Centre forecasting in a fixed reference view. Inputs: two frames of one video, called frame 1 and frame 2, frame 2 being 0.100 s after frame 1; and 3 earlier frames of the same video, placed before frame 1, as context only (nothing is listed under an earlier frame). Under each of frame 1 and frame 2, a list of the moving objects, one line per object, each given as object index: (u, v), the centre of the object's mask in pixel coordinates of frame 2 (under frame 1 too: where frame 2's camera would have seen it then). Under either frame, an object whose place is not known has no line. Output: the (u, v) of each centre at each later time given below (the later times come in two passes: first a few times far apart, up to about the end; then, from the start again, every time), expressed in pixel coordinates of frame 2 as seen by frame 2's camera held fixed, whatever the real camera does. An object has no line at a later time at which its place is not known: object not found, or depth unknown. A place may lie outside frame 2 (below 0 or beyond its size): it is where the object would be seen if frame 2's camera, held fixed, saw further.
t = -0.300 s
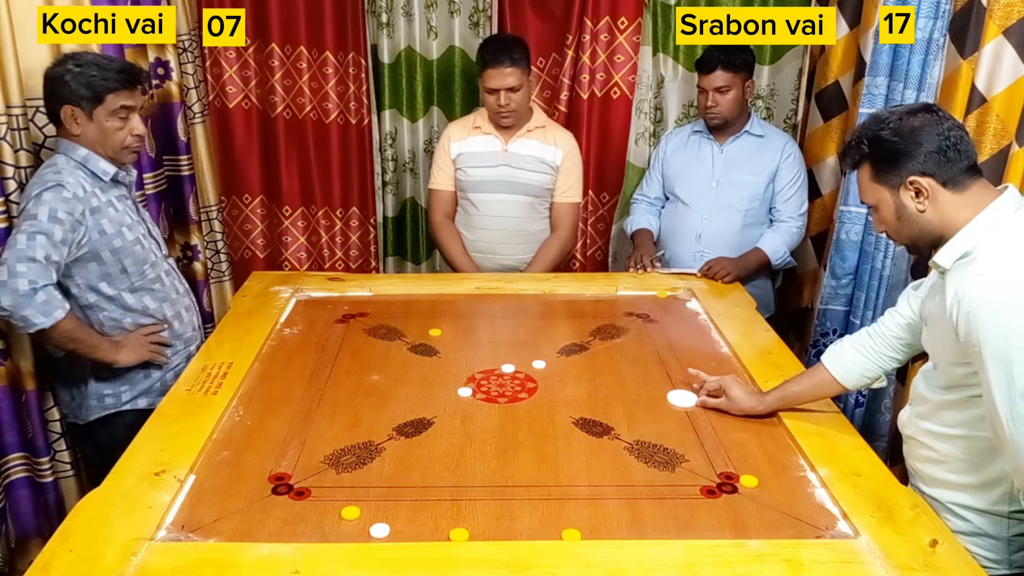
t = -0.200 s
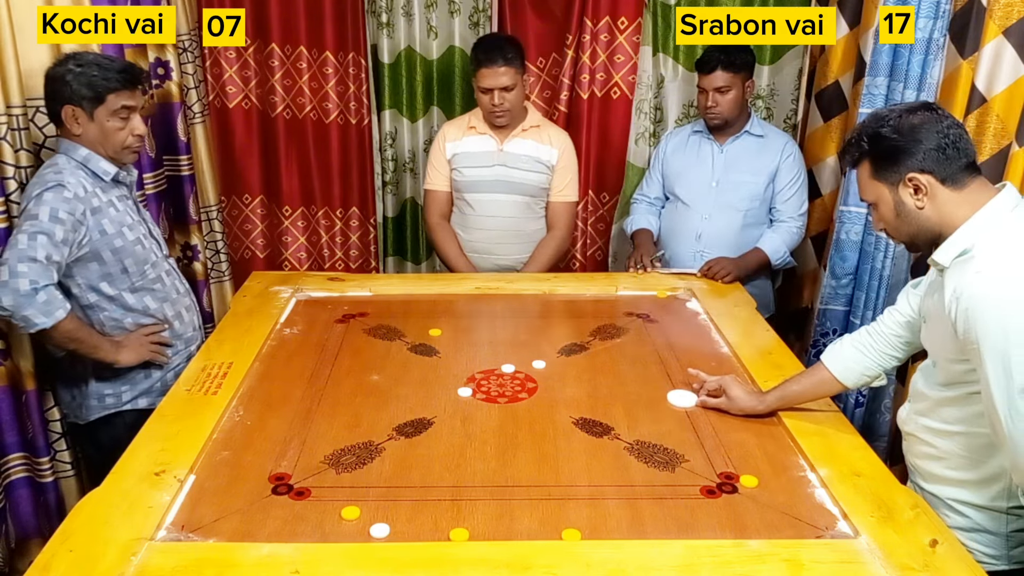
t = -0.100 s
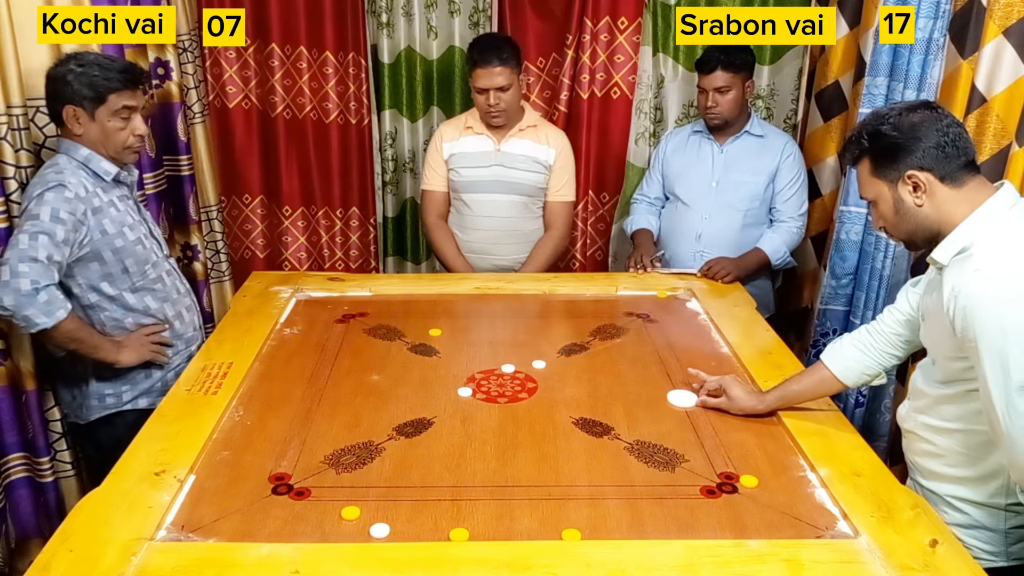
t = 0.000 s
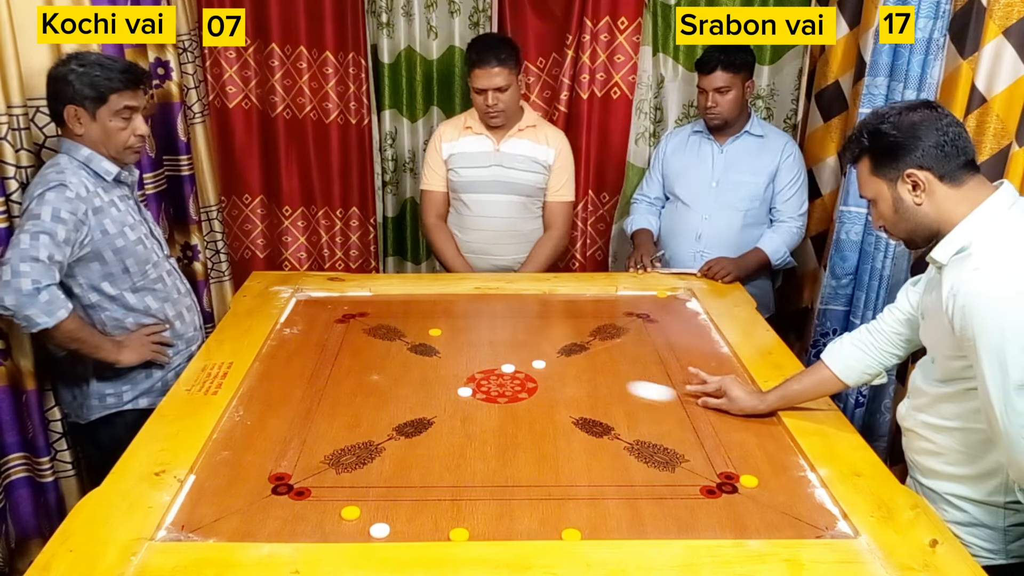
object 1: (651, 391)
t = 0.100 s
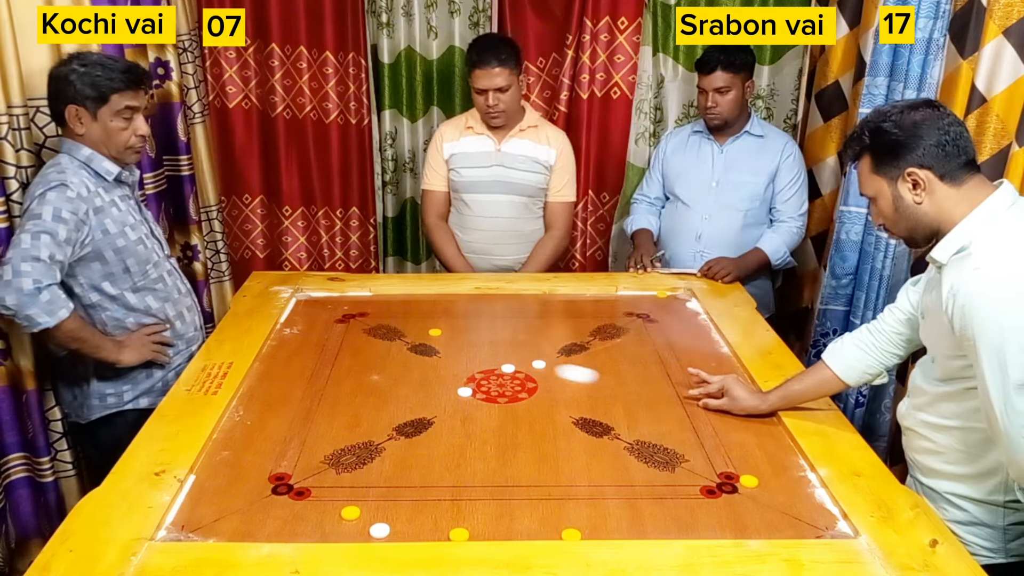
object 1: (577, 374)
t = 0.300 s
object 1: (488, 353)
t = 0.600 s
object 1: (408, 333)
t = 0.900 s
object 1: (360, 320)
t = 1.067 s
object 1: (346, 315)
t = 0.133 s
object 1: (548, 367)
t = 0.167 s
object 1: (539, 365)
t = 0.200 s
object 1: (526, 362)
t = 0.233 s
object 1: (512, 359)
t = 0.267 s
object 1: (500, 356)
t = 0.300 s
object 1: (488, 353)
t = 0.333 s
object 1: (477, 350)
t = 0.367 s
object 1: (467, 347)
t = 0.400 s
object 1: (457, 345)
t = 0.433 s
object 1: (448, 342)
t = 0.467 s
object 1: (439, 340)
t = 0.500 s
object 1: (430, 338)
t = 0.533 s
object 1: (422, 336)
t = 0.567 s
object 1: (415, 334)
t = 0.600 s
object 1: (408, 333)
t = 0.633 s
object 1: (401, 331)
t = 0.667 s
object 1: (394, 329)
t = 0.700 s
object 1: (388, 328)
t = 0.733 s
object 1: (383, 326)
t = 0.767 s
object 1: (377, 324)
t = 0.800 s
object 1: (373, 323)
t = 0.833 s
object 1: (368, 322)
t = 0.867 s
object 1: (364, 321)
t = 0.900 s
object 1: (360, 320)
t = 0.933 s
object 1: (356, 319)
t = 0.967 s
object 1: (353, 318)
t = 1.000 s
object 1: (350, 317)
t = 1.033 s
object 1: (348, 316)
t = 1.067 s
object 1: (346, 315)
